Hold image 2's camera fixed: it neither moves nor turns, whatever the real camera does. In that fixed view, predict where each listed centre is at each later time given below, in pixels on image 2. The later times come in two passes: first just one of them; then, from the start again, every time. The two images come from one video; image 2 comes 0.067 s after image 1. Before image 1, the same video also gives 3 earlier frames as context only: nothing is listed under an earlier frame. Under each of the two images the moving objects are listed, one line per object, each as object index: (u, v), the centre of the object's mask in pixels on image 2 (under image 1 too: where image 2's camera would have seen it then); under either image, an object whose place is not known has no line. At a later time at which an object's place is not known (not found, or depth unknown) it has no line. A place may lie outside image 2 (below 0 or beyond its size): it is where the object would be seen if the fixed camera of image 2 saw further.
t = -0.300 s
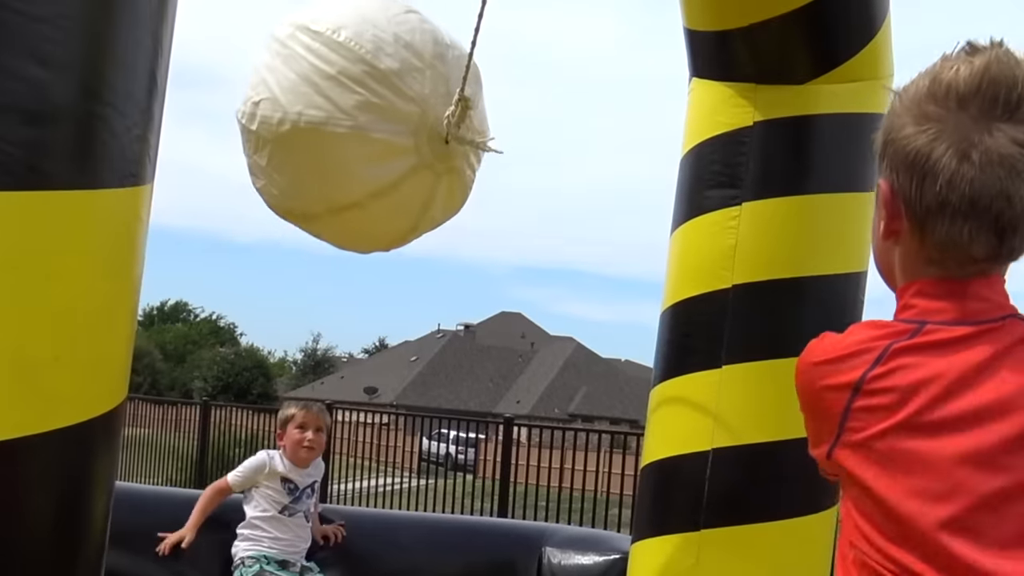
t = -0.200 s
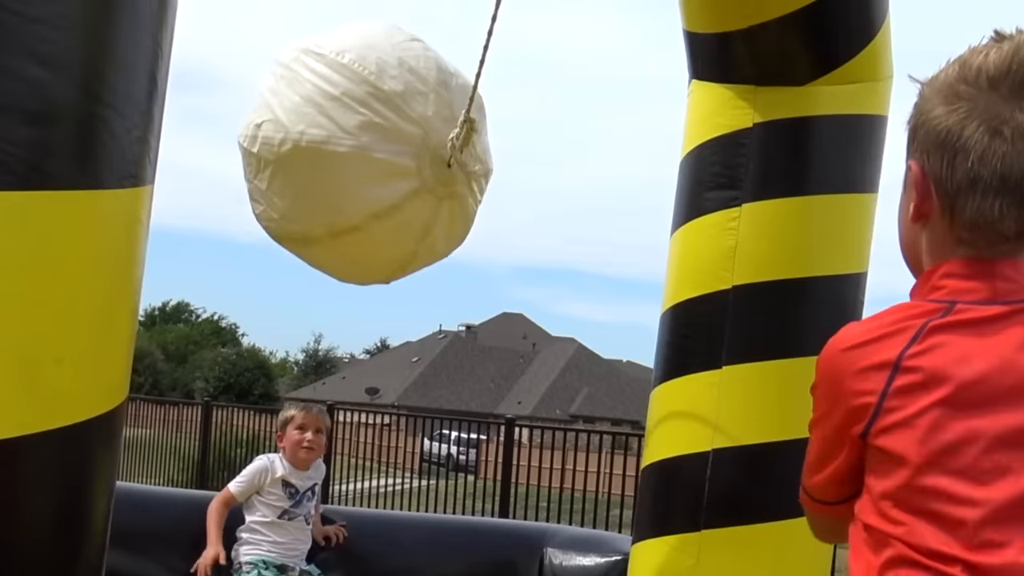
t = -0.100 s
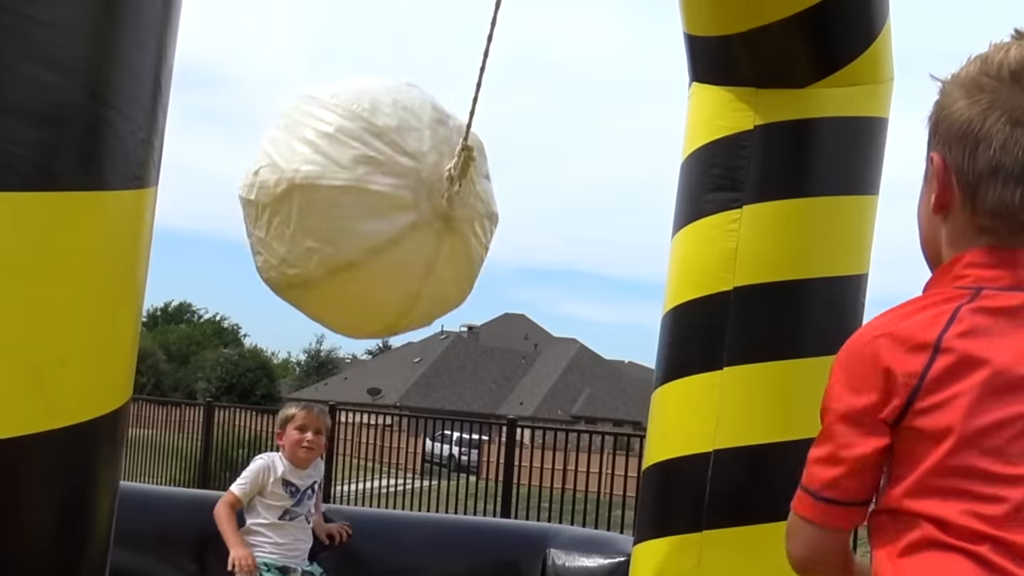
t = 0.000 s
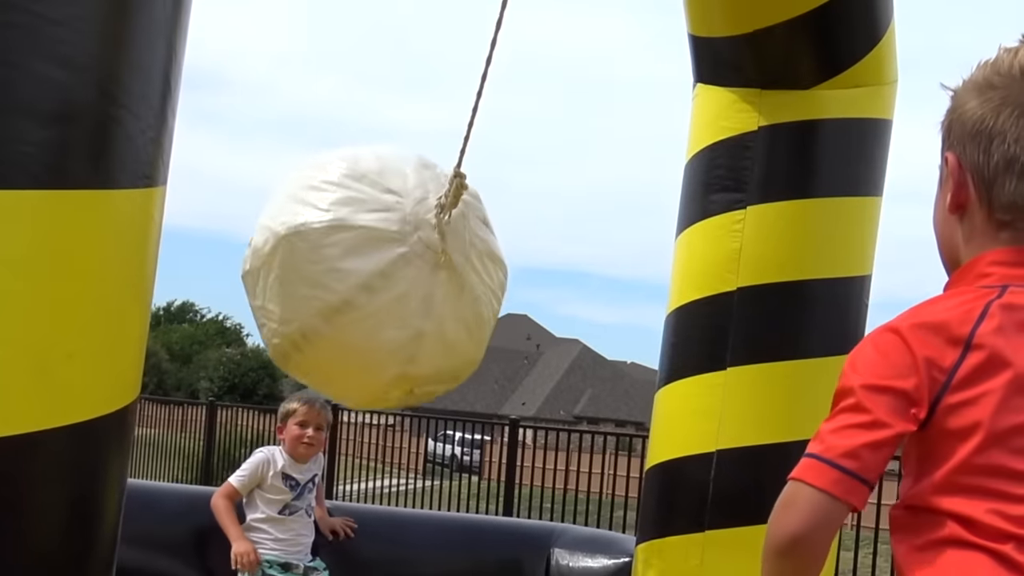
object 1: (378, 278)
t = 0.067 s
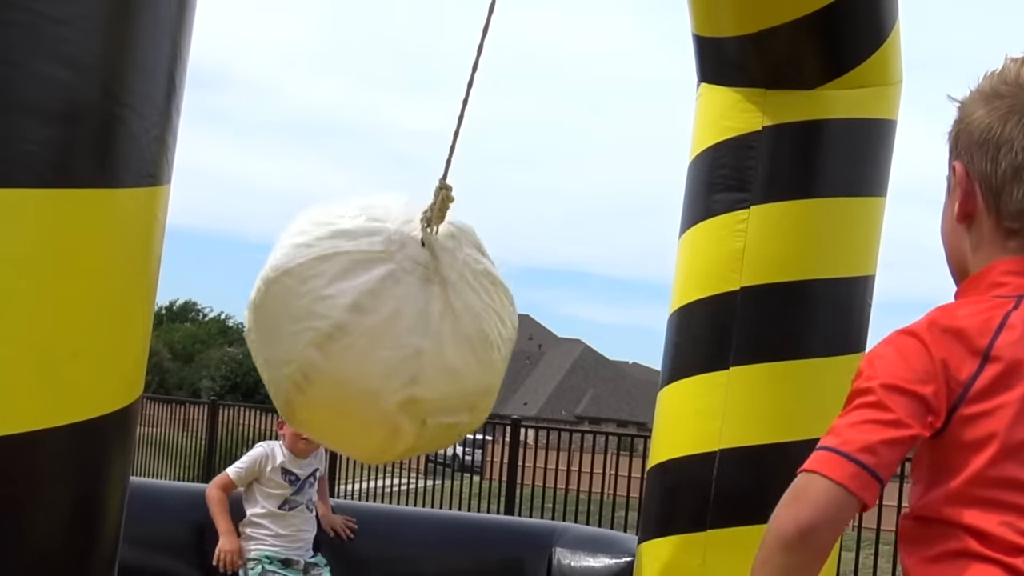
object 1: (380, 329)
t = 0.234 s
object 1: (421, 434)
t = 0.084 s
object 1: (382, 342)
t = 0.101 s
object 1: (384, 354)
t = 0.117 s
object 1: (387, 365)
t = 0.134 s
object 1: (390, 376)
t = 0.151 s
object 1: (394, 386)
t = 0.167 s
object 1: (398, 396)
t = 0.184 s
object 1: (403, 405)
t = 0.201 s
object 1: (409, 414)
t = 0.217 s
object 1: (415, 424)
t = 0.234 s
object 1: (421, 434)
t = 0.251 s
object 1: (427, 442)
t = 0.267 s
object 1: (435, 449)
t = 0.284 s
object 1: (442, 456)
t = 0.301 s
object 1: (450, 462)
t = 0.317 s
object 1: (457, 468)
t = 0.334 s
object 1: (465, 473)
